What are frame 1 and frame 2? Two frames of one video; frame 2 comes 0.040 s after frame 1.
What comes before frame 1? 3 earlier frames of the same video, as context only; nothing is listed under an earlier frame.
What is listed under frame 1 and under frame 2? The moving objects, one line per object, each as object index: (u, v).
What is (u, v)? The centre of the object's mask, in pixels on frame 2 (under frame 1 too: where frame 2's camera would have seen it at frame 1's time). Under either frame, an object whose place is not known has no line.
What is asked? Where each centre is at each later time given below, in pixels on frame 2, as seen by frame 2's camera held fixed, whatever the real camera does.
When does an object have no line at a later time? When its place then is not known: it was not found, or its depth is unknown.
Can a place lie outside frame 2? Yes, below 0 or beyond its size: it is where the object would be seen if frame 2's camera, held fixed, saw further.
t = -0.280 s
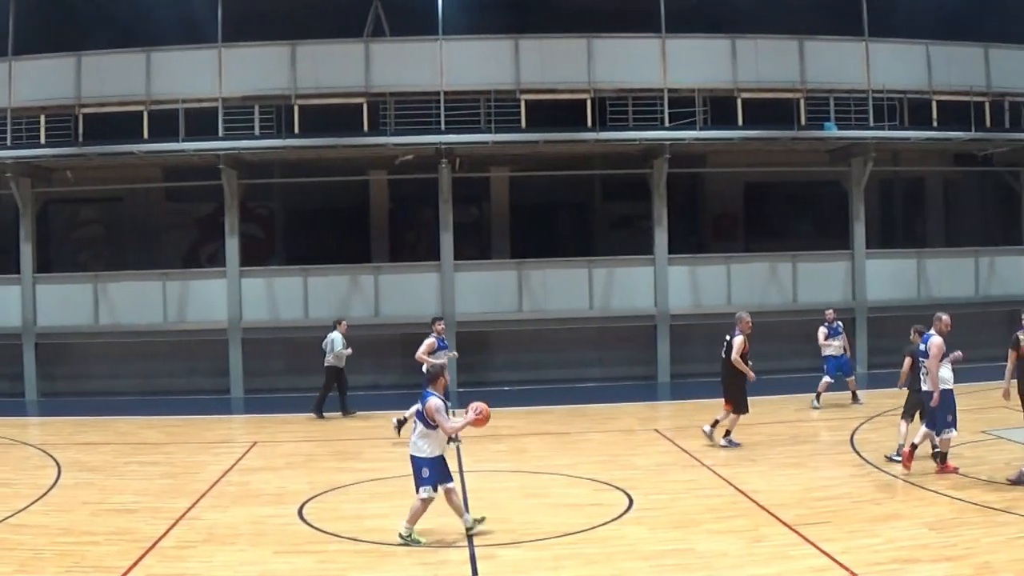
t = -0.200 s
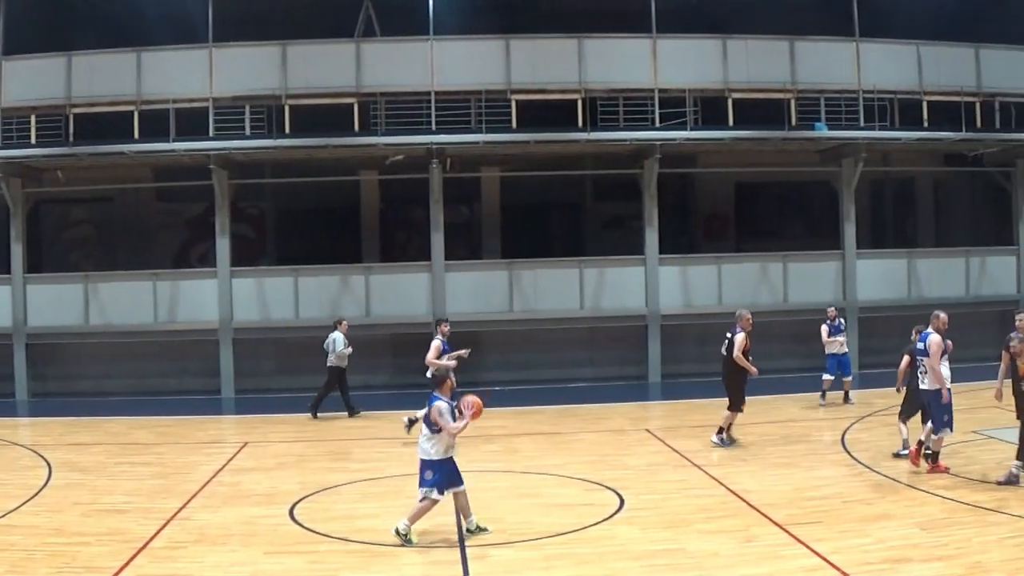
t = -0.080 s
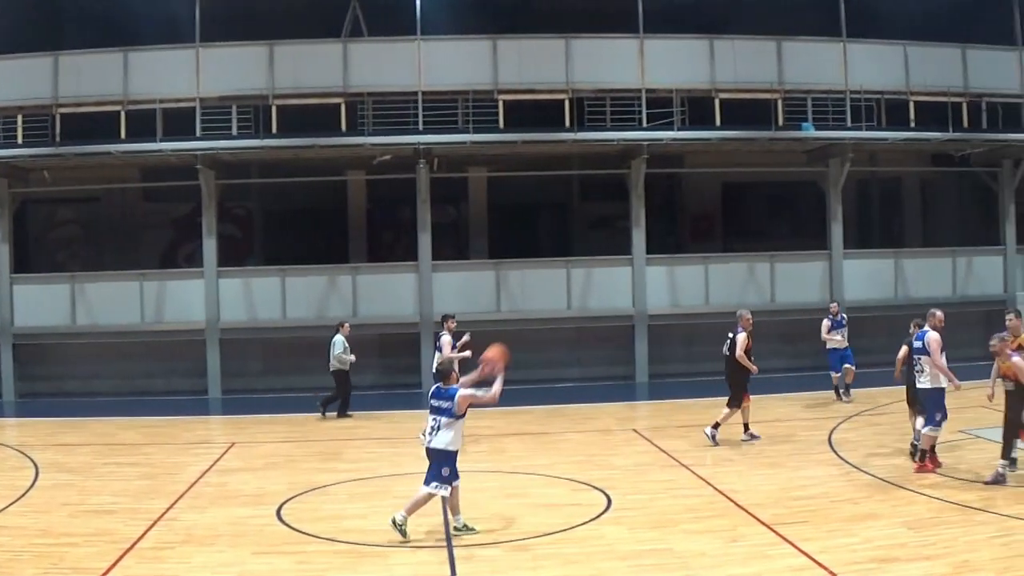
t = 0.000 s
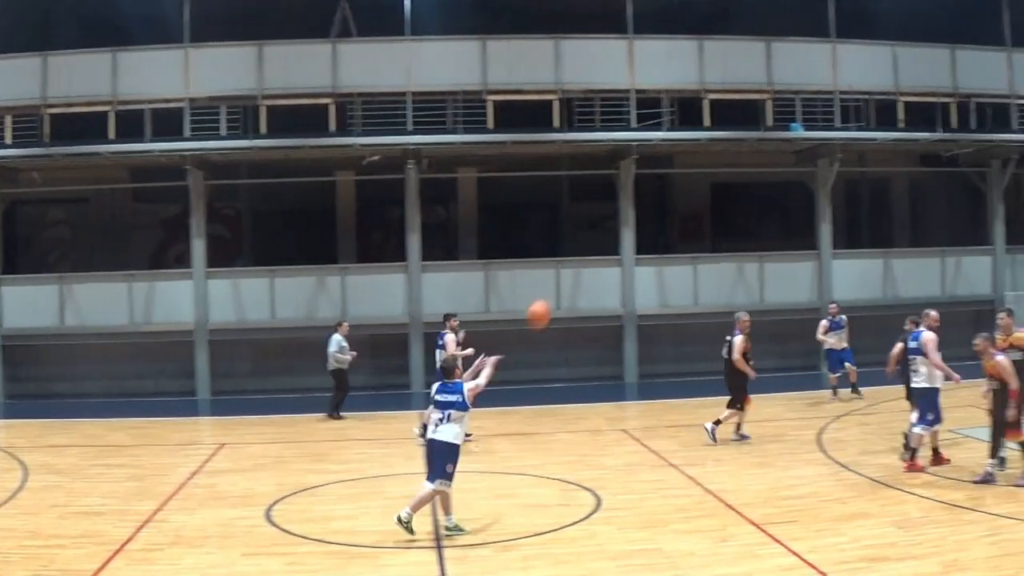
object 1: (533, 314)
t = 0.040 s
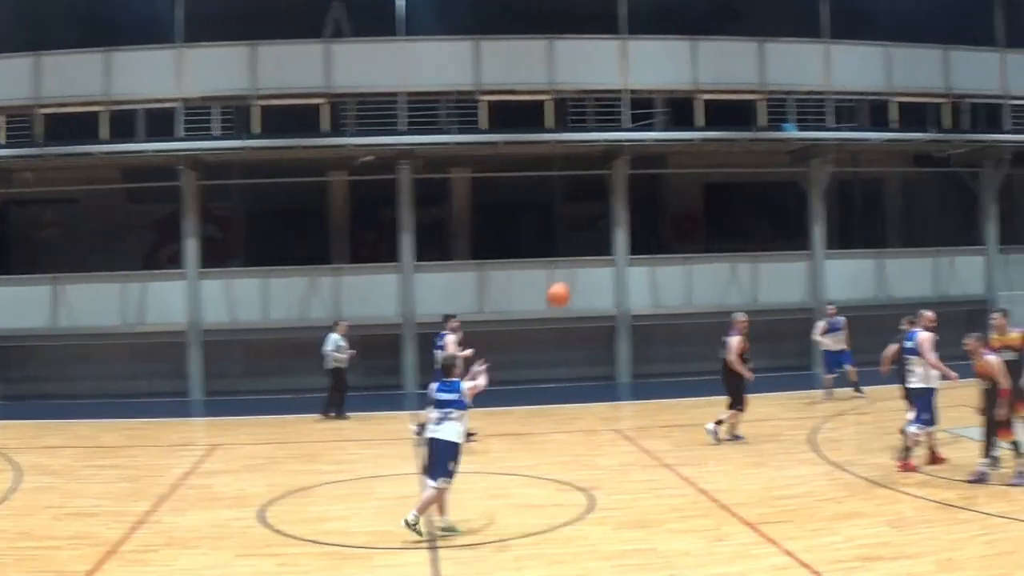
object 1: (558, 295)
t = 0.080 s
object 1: (583, 278)
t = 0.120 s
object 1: (602, 264)
